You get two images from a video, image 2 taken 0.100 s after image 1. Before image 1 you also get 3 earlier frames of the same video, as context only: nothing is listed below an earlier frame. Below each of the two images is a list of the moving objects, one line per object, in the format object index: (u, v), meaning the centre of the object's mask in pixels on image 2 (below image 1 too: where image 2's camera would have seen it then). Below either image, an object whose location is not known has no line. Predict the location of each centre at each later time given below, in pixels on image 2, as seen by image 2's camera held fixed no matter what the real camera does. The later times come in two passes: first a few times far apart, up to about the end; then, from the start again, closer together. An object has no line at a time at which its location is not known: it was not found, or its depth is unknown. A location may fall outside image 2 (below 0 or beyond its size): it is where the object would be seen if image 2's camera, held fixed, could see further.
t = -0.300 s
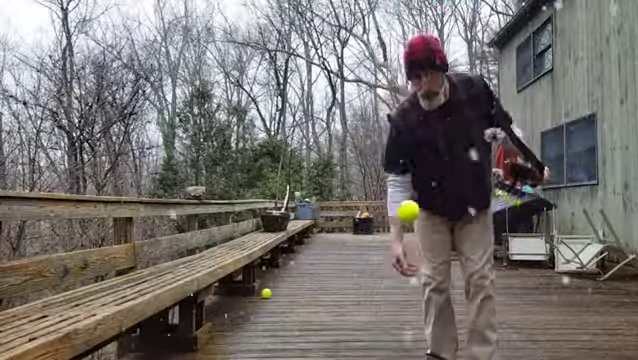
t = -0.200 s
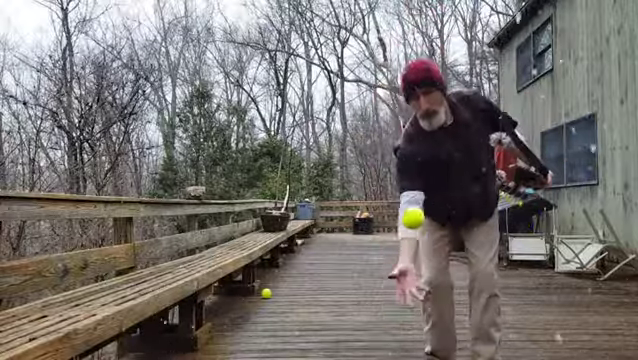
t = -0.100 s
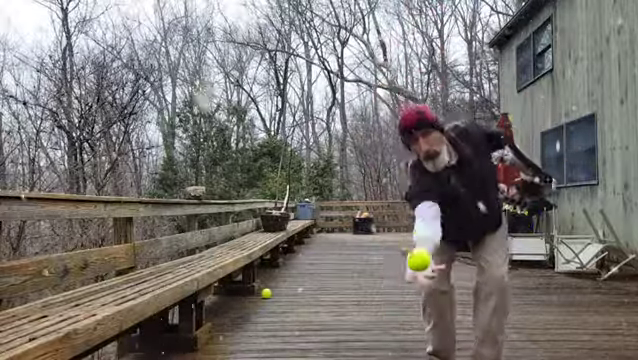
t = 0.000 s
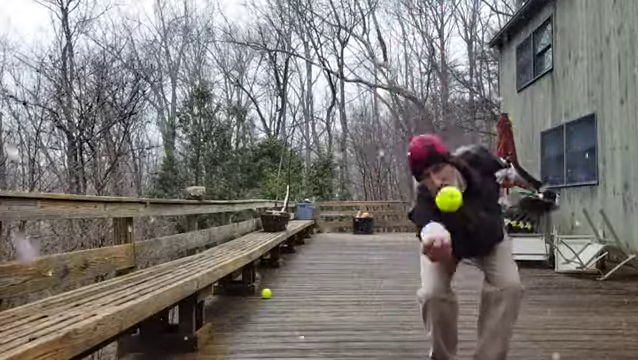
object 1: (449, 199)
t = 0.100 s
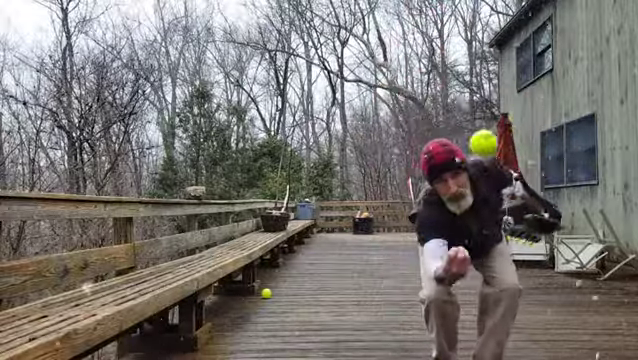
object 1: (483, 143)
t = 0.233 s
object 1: (538, 122)
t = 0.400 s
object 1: (623, 208)
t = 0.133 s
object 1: (496, 131)
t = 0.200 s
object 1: (524, 121)
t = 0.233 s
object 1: (538, 122)
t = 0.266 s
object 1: (554, 128)
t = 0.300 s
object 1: (571, 139)
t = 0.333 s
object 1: (588, 156)
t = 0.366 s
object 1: (608, 178)
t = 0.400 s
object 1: (623, 208)
